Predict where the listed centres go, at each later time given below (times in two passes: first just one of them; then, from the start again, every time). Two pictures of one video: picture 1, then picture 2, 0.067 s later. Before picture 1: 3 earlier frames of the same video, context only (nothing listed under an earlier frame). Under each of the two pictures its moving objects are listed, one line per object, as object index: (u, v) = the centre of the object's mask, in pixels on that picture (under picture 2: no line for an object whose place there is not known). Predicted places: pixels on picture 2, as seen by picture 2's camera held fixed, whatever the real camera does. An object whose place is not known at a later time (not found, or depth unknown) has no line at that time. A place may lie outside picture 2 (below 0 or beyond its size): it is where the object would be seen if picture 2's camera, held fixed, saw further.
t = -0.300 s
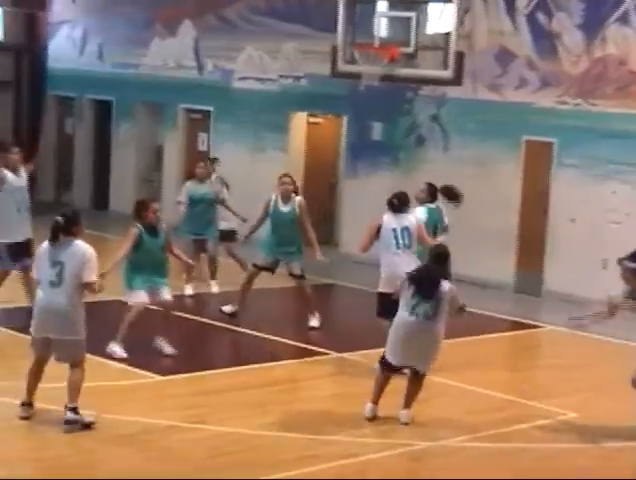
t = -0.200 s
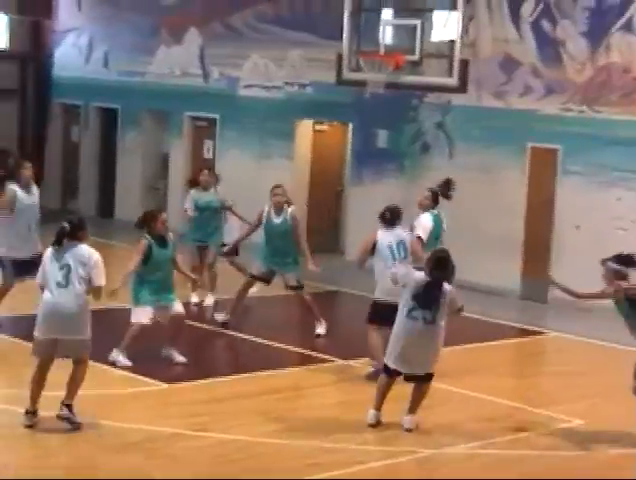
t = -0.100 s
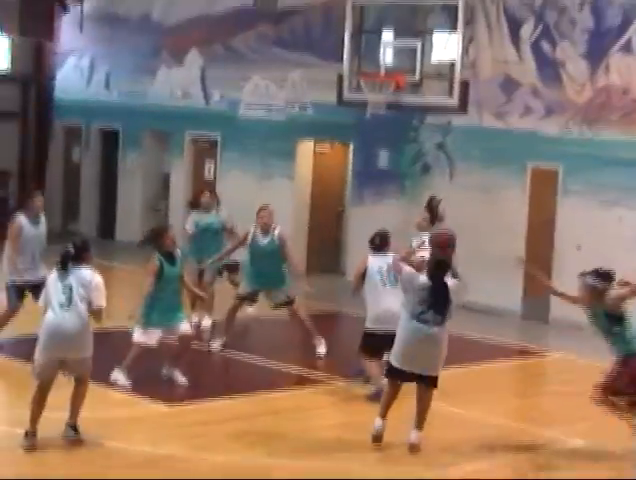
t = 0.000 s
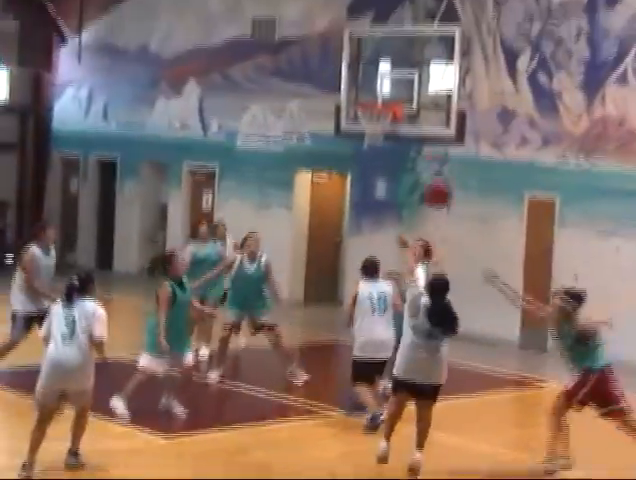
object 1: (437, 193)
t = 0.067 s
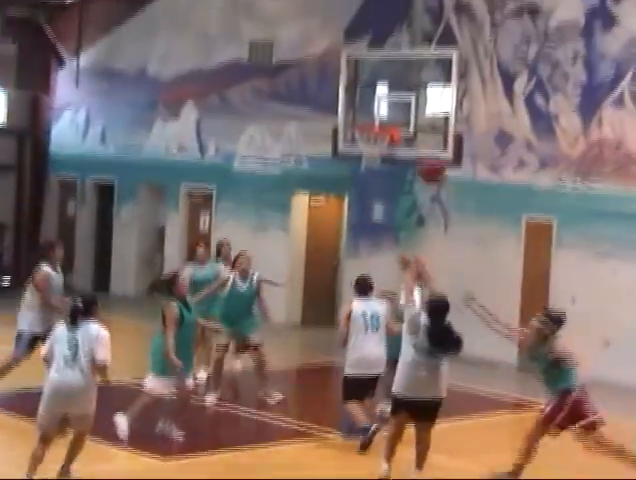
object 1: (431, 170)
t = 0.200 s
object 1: (427, 101)
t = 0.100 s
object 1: (430, 152)
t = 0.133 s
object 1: (428, 133)
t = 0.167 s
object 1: (428, 116)
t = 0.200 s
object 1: (427, 101)
